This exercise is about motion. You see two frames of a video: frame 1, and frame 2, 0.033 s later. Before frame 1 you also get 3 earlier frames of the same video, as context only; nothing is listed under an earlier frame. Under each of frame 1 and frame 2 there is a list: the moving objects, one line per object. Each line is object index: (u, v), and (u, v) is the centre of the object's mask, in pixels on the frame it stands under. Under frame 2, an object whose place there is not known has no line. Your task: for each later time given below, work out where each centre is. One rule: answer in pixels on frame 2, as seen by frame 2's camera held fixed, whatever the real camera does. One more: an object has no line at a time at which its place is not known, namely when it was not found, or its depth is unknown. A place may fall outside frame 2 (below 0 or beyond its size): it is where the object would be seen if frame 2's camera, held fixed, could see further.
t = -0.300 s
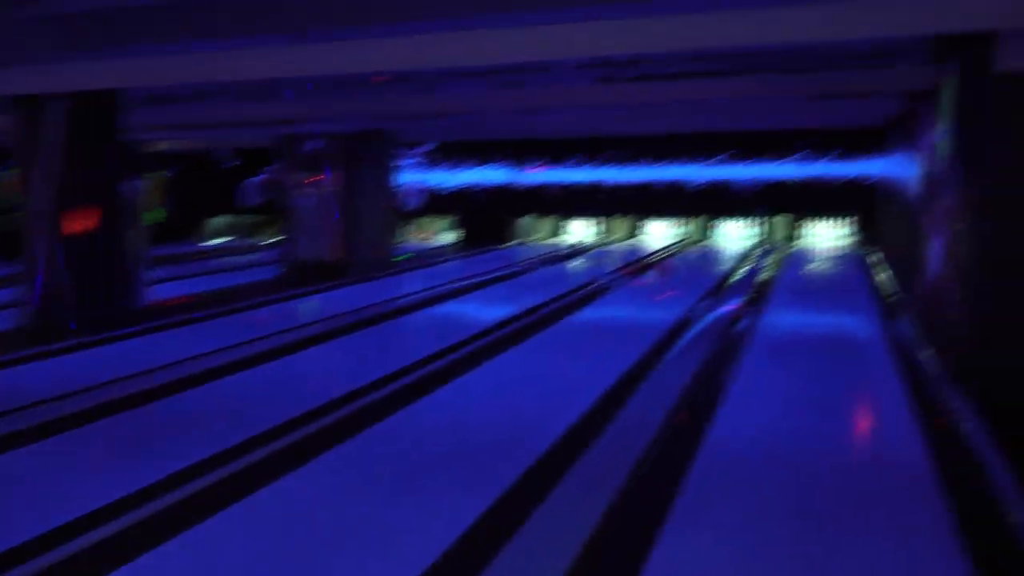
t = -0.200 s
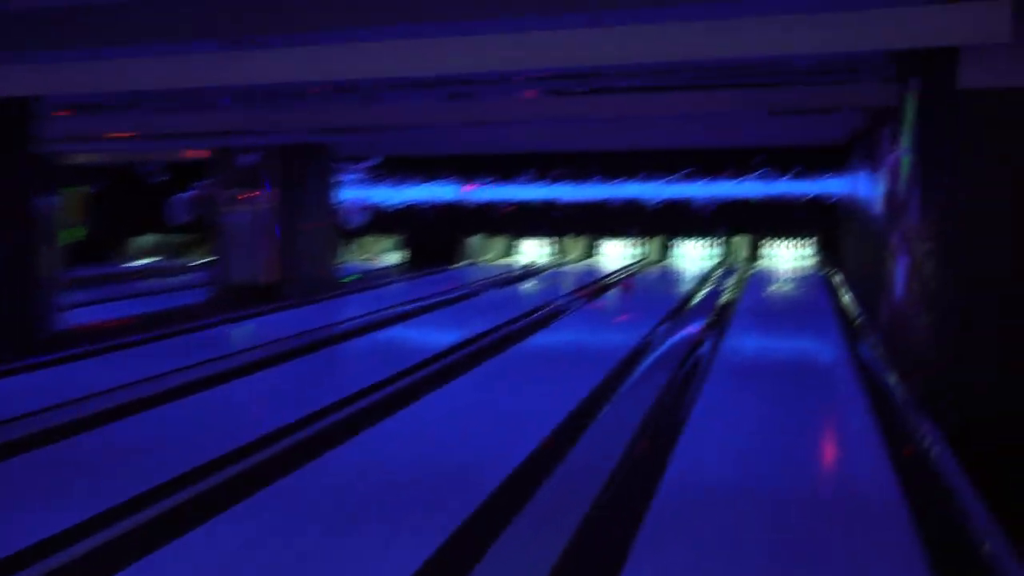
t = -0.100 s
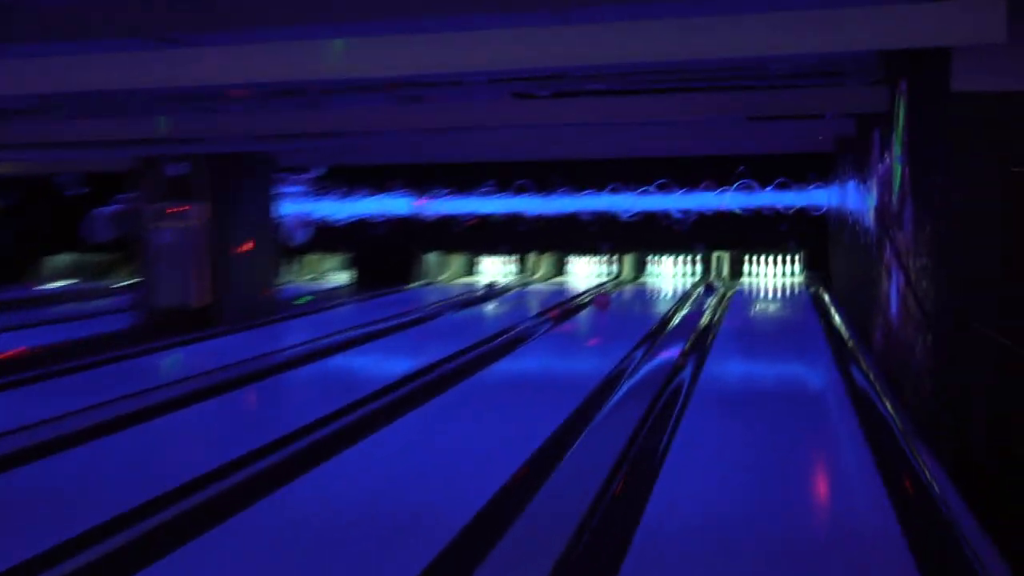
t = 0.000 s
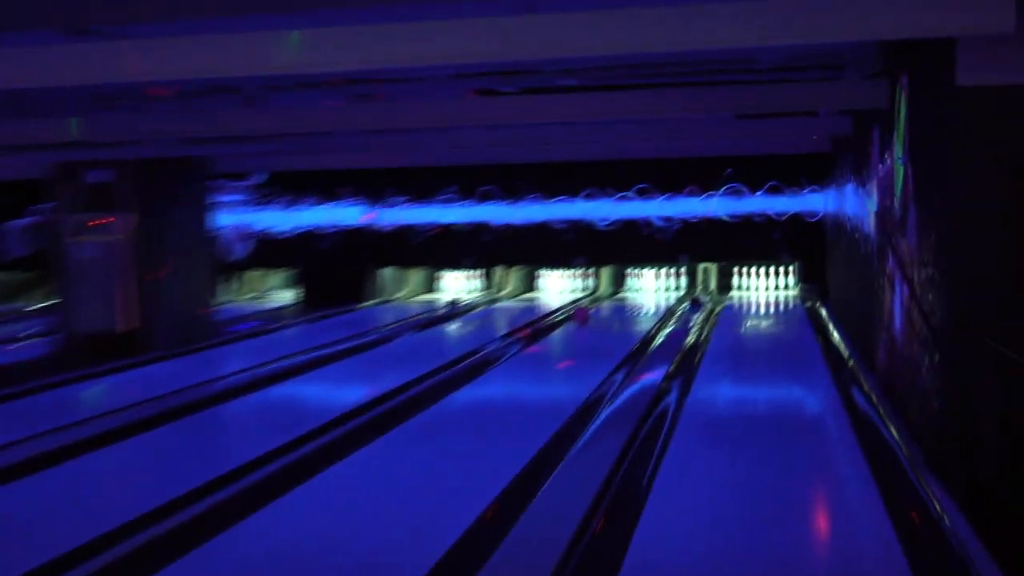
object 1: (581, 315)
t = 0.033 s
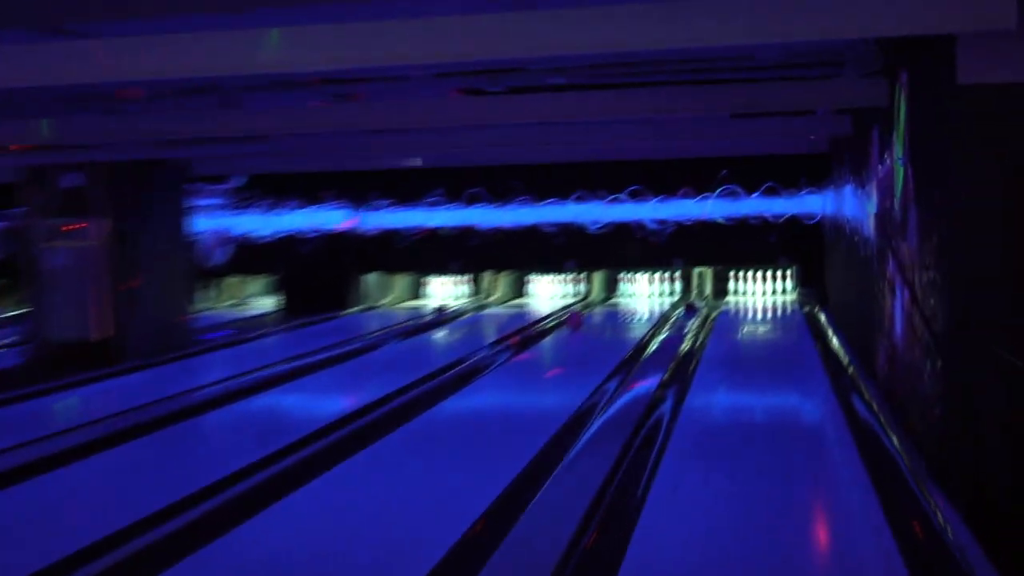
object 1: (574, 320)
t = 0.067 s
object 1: (576, 319)
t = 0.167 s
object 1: (579, 315)
